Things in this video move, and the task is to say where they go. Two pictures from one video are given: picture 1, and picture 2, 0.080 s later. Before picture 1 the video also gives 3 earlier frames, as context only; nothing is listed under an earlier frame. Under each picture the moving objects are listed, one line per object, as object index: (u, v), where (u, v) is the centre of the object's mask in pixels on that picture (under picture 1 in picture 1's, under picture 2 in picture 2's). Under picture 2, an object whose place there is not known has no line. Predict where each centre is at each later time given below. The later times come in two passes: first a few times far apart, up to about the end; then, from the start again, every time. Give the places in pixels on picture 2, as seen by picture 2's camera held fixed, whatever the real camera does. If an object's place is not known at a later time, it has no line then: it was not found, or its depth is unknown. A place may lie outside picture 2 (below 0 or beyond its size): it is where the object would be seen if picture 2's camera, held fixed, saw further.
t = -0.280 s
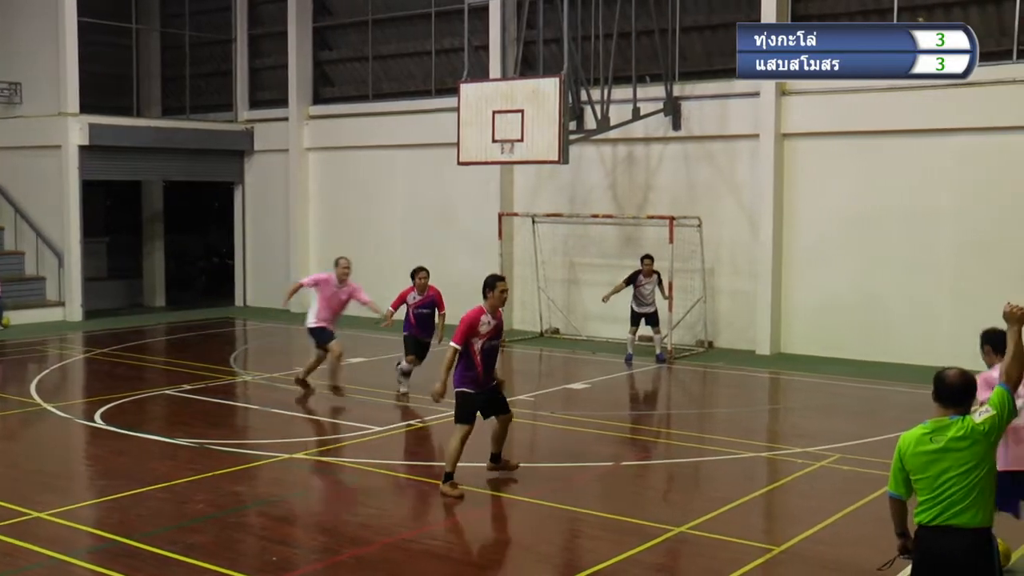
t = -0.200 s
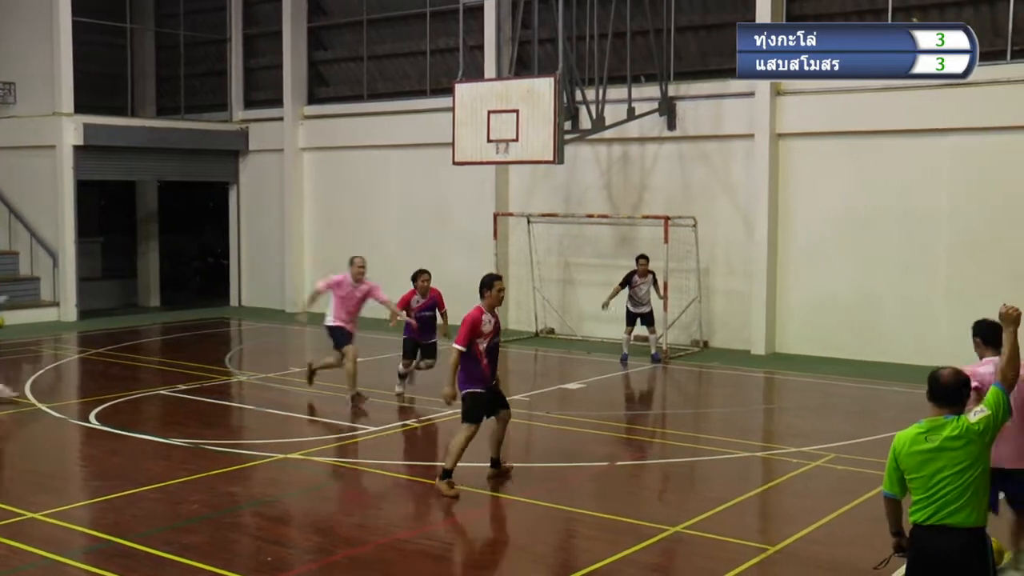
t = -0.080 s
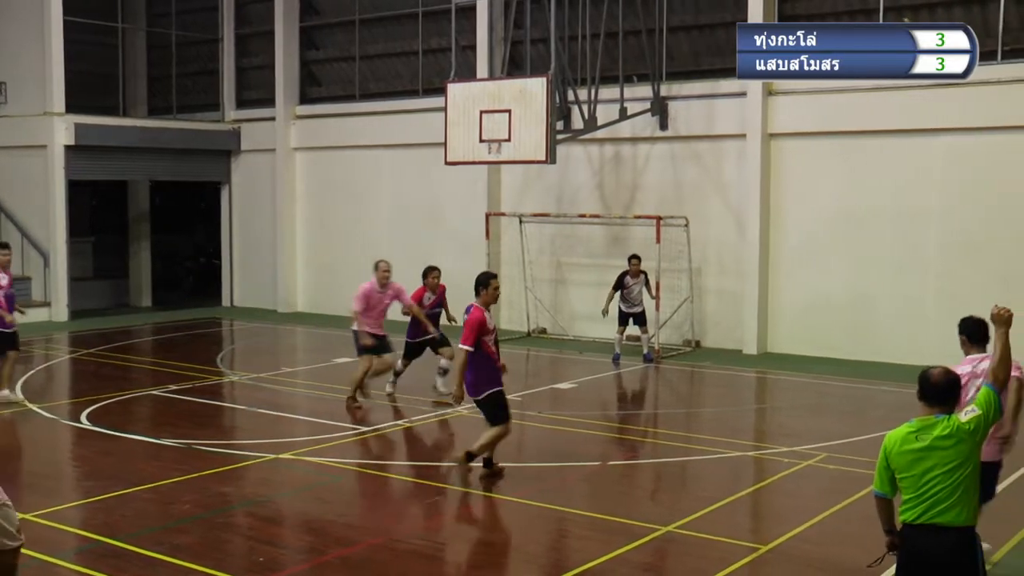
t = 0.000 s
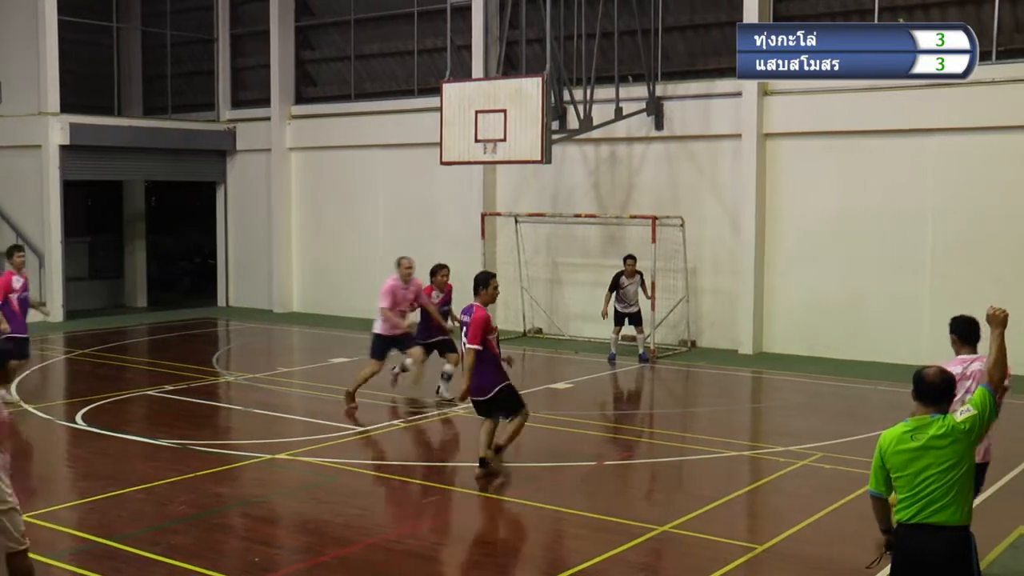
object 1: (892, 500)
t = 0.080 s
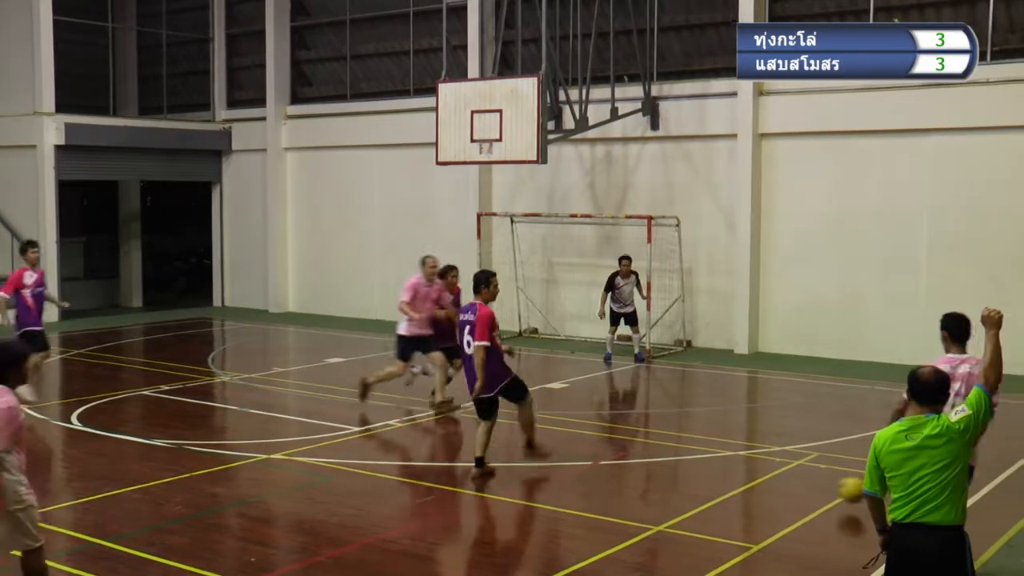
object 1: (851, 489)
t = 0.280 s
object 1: (788, 464)
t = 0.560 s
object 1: (728, 441)
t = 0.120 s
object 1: (836, 488)
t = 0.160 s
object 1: (823, 480)
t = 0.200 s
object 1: (811, 472)
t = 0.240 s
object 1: (800, 467)
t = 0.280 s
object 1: (788, 464)
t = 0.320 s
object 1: (778, 462)
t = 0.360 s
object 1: (768, 456)
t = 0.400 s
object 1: (759, 451)
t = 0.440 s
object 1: (752, 448)
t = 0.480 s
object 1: (743, 447)
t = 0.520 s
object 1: (736, 442)
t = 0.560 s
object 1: (728, 441)
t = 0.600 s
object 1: (722, 437)
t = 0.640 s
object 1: (715, 434)
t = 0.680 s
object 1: (708, 432)
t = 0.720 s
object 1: (703, 429)
